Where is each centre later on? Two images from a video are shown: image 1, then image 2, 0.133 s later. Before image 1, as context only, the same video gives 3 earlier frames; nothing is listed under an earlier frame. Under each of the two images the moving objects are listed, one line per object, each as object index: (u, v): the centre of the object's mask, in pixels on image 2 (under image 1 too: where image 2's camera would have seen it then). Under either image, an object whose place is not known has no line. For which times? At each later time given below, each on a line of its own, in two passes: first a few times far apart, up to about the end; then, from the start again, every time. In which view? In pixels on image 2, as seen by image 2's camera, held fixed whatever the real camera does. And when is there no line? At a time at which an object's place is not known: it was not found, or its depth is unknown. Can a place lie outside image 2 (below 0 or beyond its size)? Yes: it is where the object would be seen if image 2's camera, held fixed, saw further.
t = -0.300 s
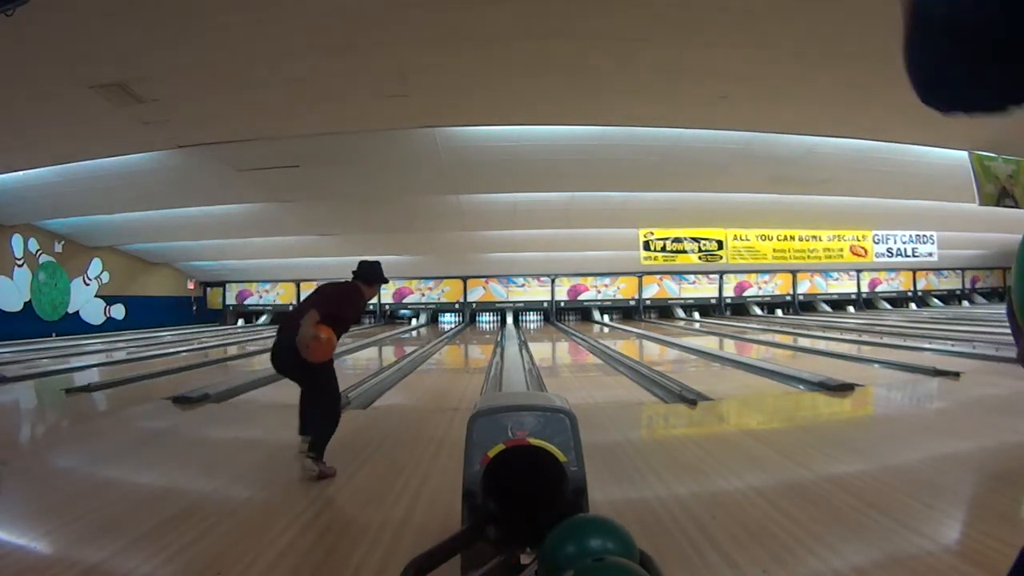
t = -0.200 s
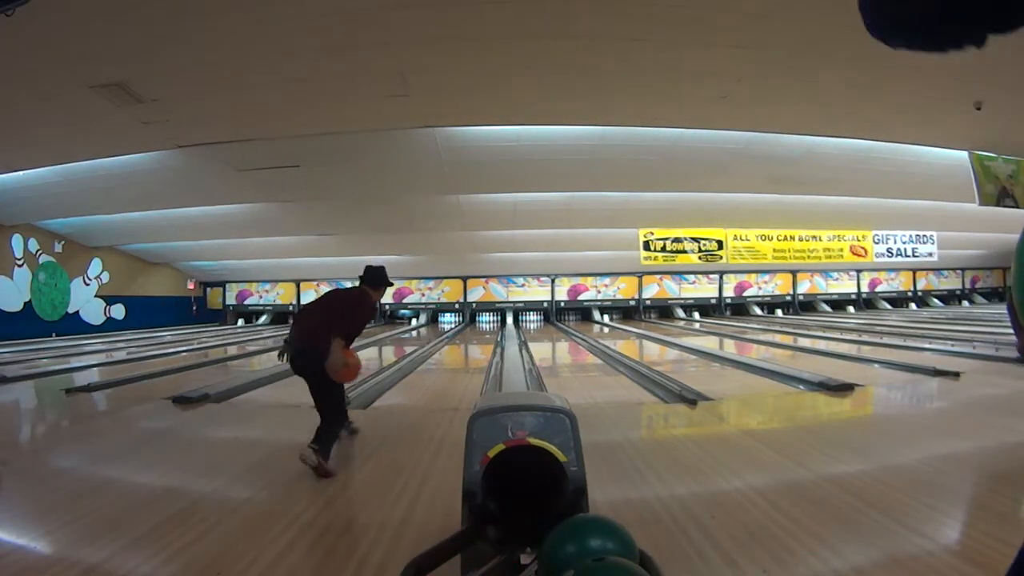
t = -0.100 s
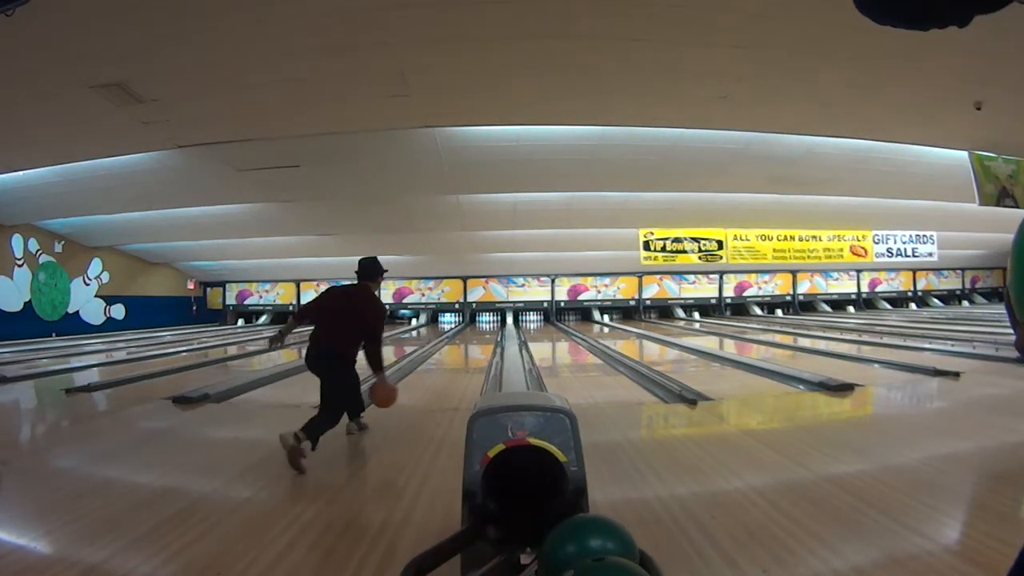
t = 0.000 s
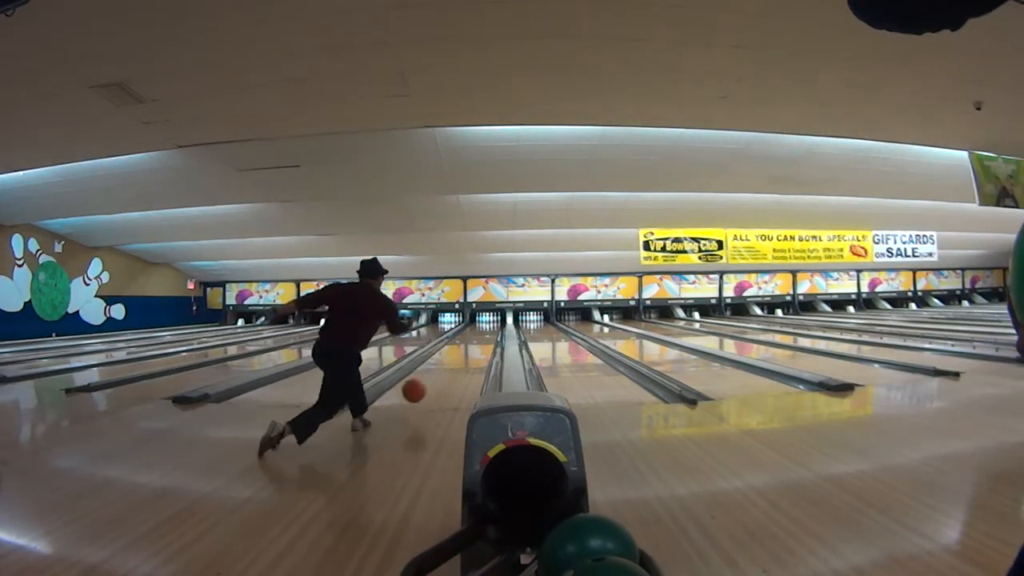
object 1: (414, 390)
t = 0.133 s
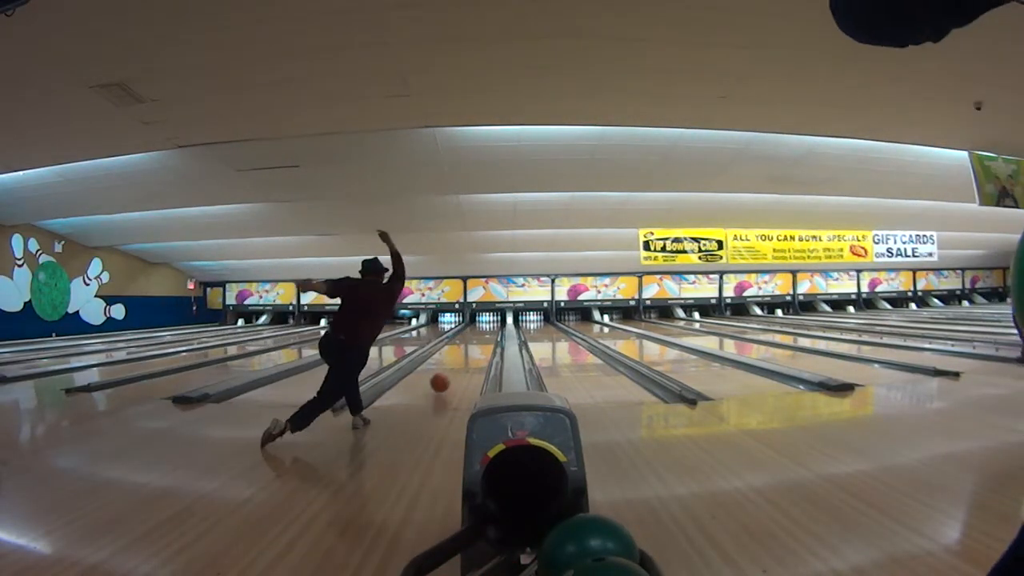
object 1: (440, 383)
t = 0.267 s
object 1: (457, 370)
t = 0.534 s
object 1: (477, 352)
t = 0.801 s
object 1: (489, 341)
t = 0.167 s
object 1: (444, 378)
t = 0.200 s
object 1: (449, 376)
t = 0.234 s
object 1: (453, 374)
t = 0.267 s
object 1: (457, 370)
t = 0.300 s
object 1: (459, 367)
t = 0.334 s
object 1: (463, 365)
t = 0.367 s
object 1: (466, 363)
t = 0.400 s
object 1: (468, 360)
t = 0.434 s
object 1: (471, 358)
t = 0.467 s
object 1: (473, 356)
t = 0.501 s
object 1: (475, 354)
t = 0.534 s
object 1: (477, 352)
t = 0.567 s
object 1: (479, 351)
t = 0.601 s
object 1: (481, 349)
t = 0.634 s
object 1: (482, 347)
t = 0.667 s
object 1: (483, 346)
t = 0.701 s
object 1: (485, 345)
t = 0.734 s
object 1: (486, 344)
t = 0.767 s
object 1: (488, 342)
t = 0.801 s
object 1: (489, 341)
